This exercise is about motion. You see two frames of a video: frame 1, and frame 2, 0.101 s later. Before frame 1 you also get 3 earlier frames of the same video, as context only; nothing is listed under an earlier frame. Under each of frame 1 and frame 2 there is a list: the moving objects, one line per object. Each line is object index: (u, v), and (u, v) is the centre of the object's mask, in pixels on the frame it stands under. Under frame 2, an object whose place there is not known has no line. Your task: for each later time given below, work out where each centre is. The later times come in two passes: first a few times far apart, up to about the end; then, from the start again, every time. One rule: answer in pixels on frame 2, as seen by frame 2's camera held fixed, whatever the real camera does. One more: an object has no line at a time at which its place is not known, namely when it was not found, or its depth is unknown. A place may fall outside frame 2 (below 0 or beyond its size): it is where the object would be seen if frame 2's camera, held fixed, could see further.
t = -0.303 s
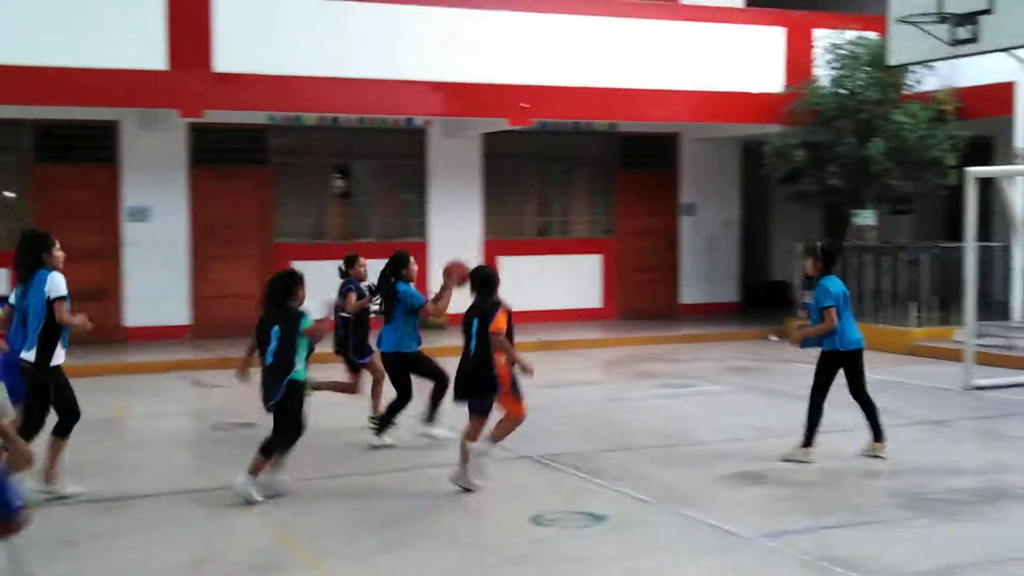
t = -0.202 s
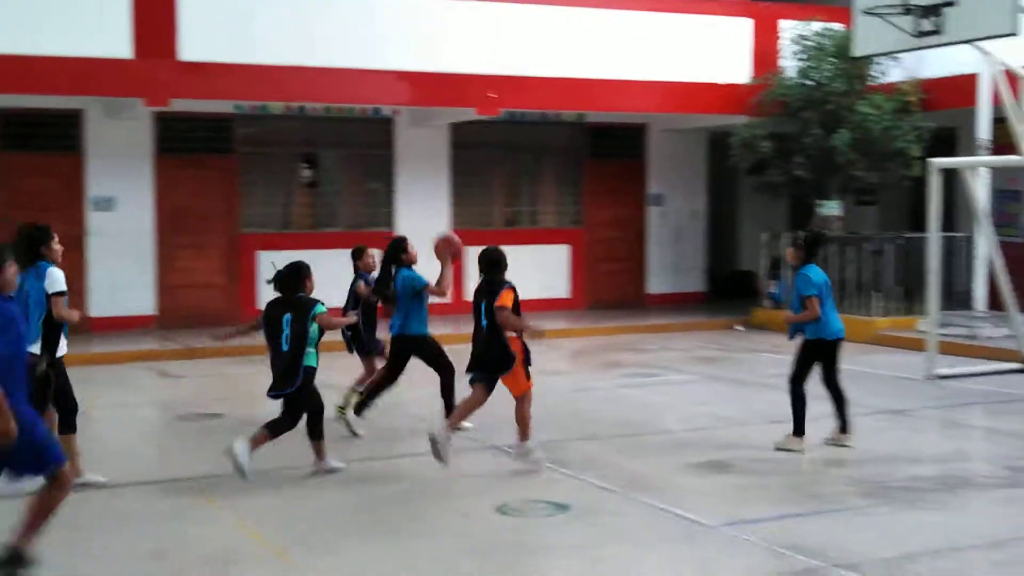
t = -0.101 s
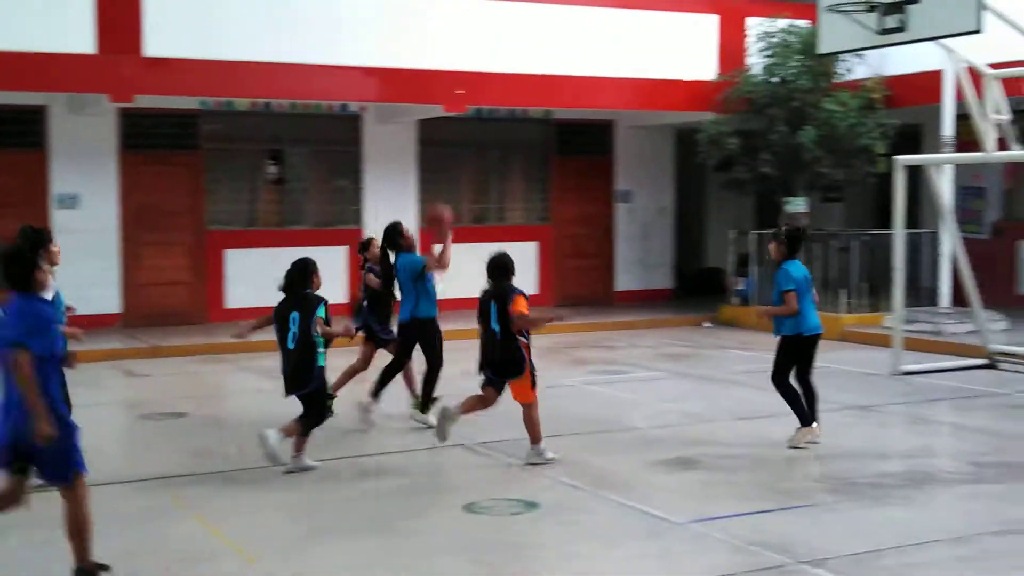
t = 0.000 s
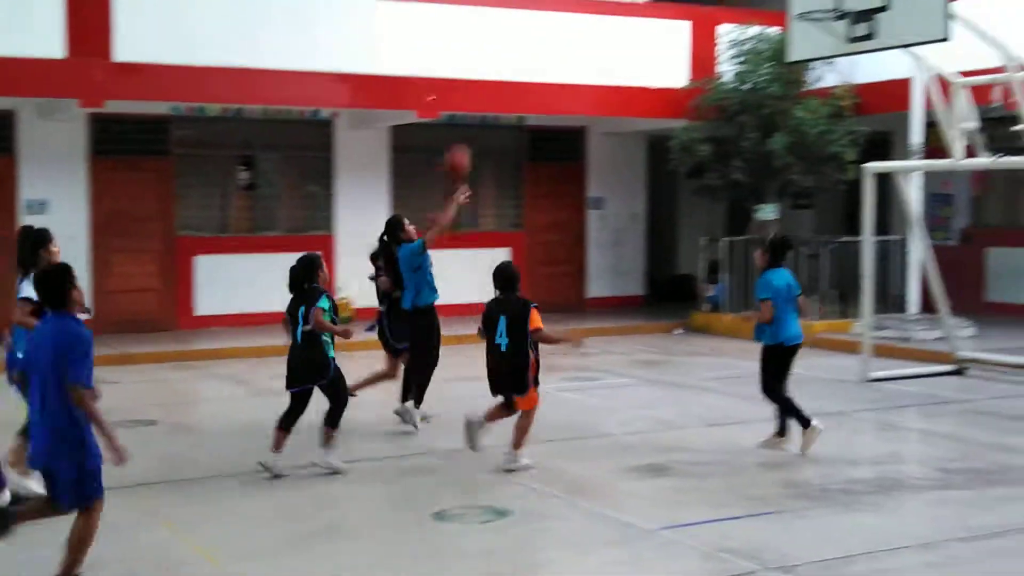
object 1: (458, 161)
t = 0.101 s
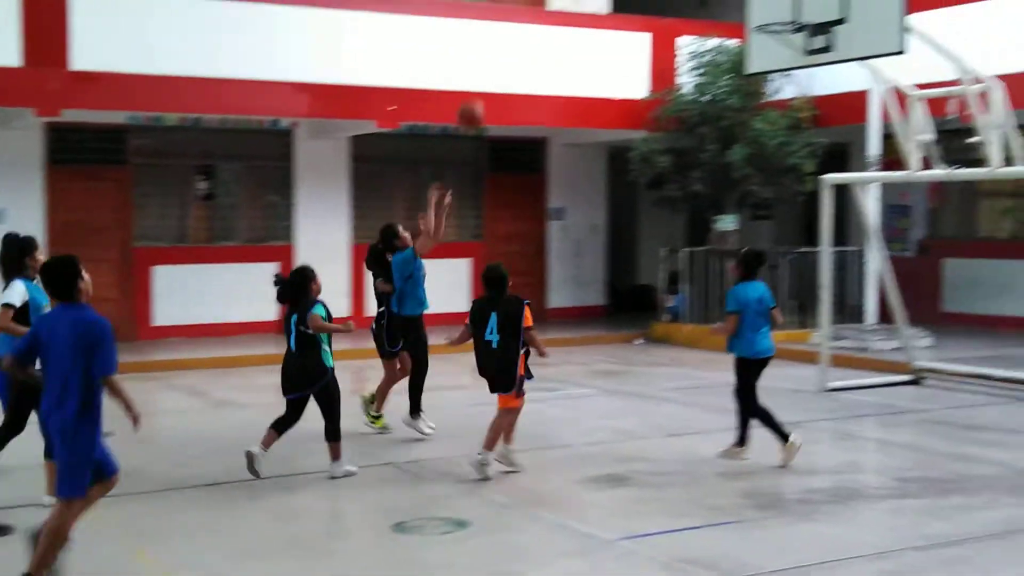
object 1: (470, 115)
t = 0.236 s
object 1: (539, 60)
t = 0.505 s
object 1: (667, 19)
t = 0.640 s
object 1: (729, 34)
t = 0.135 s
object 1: (488, 100)
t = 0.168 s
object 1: (504, 86)
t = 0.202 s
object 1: (522, 71)
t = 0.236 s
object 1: (539, 60)
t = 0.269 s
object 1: (555, 50)
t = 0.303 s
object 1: (572, 42)
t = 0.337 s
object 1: (588, 34)
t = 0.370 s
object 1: (605, 28)
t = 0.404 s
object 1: (621, 24)
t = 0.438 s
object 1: (637, 21)
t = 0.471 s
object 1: (652, 19)
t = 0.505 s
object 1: (667, 19)
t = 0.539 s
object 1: (683, 20)
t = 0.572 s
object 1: (698, 23)
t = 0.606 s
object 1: (712, 27)
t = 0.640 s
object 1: (729, 34)
